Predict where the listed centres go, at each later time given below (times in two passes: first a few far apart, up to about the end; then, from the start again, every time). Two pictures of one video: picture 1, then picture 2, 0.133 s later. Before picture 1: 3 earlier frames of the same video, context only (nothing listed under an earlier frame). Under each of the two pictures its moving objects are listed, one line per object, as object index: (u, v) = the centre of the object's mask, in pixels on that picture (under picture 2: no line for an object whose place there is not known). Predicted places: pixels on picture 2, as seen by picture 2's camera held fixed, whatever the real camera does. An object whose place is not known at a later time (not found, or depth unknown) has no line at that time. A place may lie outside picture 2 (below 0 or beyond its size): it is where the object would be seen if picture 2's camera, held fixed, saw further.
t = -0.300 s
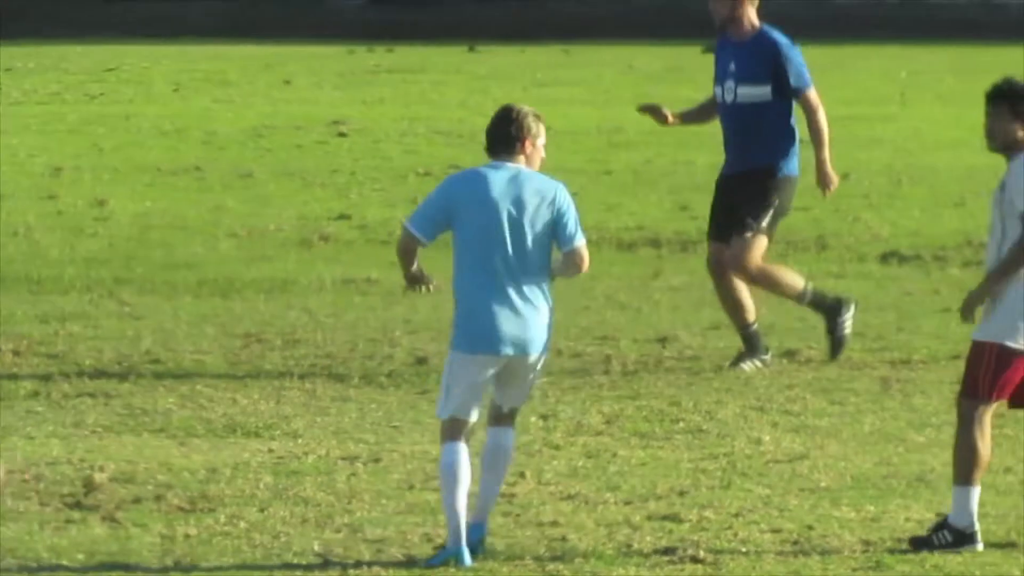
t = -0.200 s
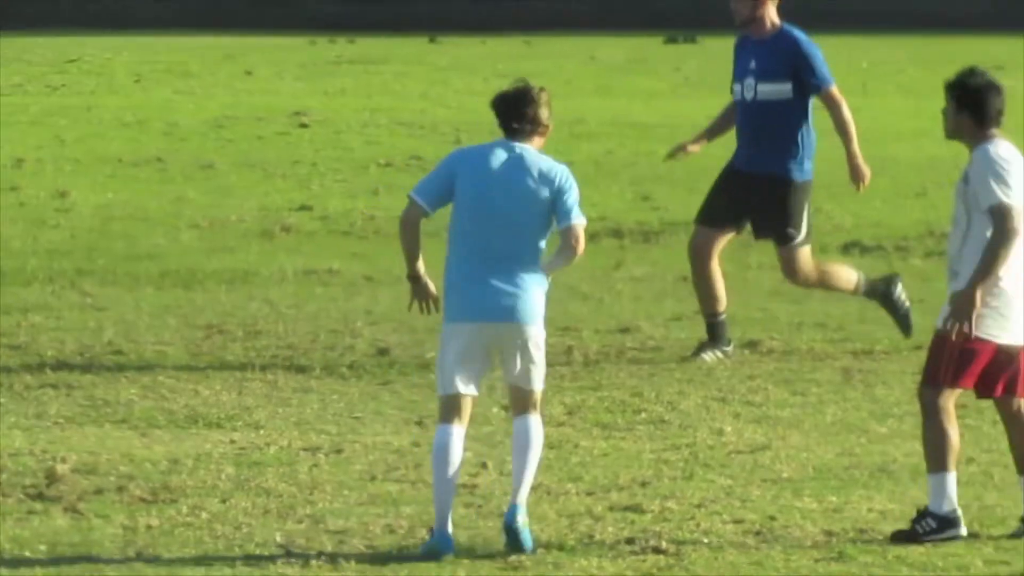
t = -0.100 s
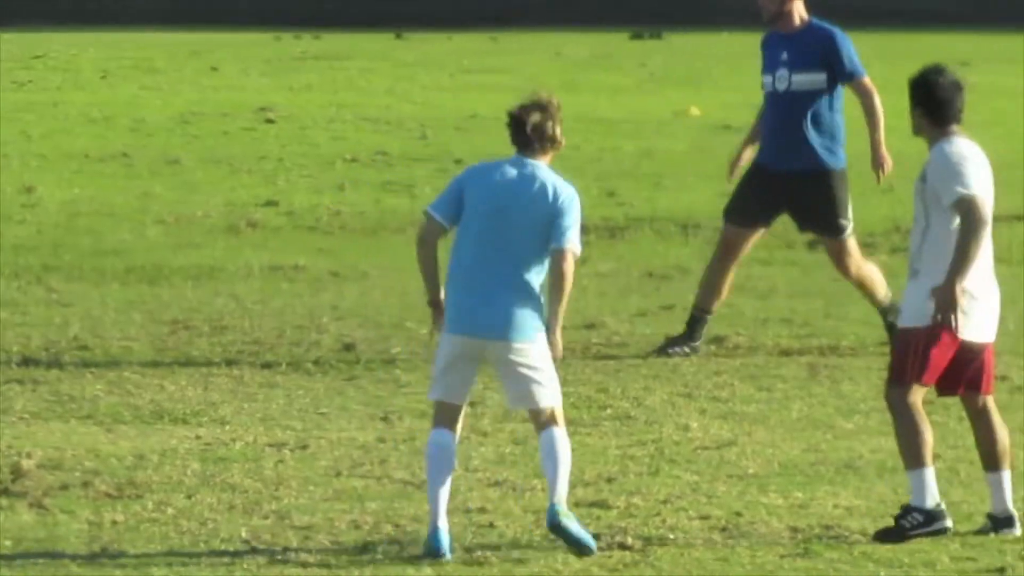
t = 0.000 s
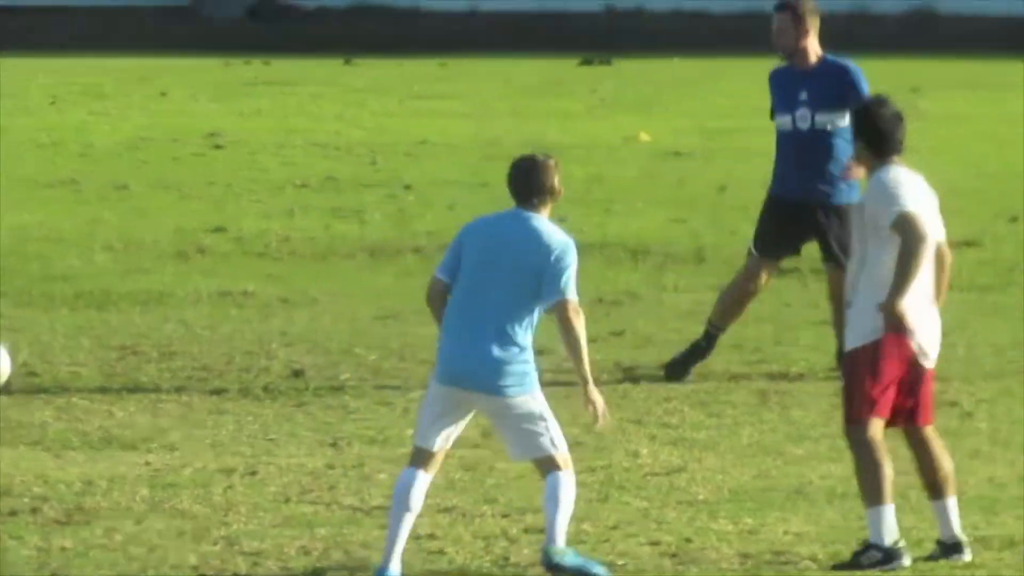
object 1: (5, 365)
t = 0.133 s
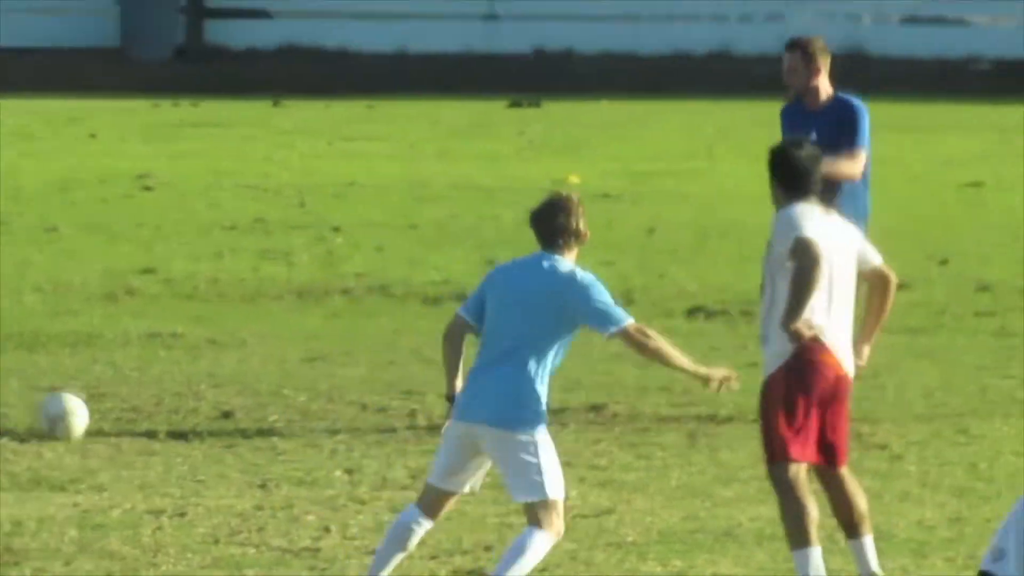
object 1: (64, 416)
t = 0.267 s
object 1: (196, 417)
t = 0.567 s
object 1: (473, 430)
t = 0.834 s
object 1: (711, 437)
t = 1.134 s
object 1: (967, 439)
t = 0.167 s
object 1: (97, 418)
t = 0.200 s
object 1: (129, 418)
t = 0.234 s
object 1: (164, 416)
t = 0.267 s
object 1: (196, 417)
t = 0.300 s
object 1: (229, 421)
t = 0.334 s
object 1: (261, 425)
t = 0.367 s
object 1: (292, 422)
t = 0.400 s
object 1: (322, 419)
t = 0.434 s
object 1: (352, 417)
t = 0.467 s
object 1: (382, 418)
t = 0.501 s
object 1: (413, 421)
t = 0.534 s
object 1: (442, 429)
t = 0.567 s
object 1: (473, 430)
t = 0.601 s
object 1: (503, 428)
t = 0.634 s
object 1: (533, 427)
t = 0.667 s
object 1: (562, 430)
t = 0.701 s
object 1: (593, 434)
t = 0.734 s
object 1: (622, 433)
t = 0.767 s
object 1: (652, 434)
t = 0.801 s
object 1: (681, 434)
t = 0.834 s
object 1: (711, 437)
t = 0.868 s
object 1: (740, 435)
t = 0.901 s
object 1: (769, 436)
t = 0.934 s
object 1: (798, 438)
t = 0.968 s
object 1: (827, 438)
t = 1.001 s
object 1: (854, 433)
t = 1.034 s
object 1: (881, 430)
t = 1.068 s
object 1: (909, 430)
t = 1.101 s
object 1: (938, 433)
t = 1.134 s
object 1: (967, 439)
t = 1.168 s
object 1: (996, 447)
